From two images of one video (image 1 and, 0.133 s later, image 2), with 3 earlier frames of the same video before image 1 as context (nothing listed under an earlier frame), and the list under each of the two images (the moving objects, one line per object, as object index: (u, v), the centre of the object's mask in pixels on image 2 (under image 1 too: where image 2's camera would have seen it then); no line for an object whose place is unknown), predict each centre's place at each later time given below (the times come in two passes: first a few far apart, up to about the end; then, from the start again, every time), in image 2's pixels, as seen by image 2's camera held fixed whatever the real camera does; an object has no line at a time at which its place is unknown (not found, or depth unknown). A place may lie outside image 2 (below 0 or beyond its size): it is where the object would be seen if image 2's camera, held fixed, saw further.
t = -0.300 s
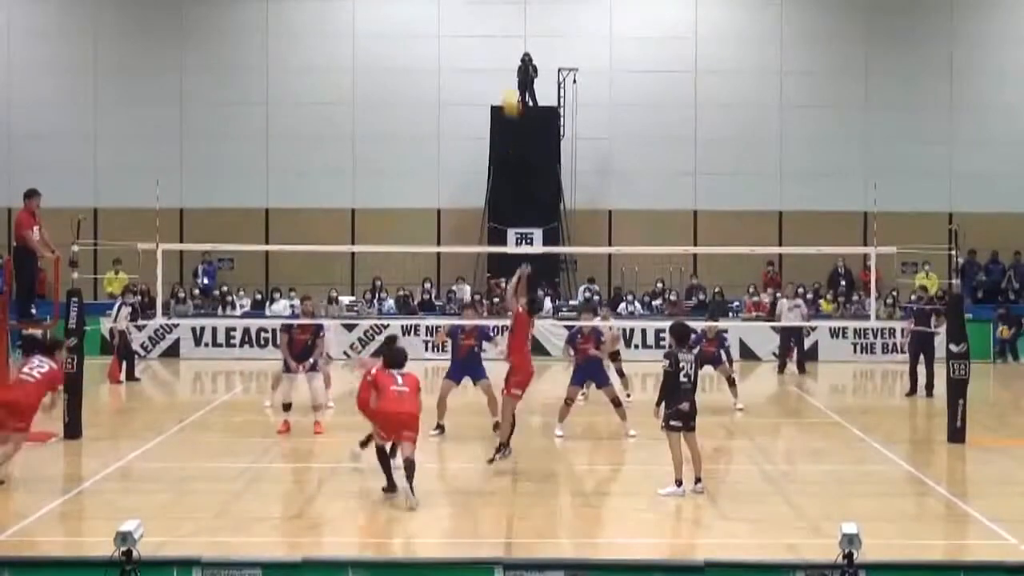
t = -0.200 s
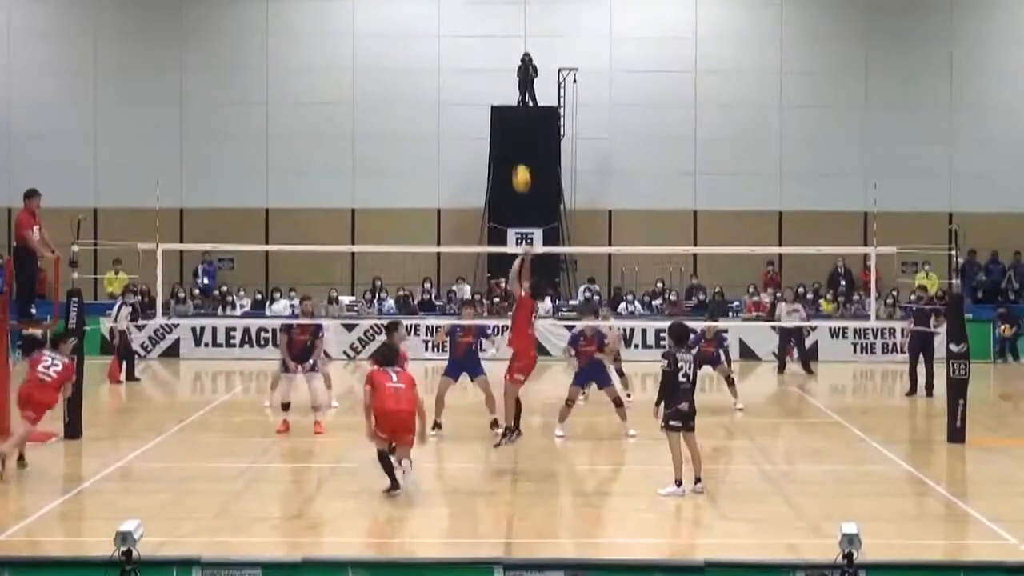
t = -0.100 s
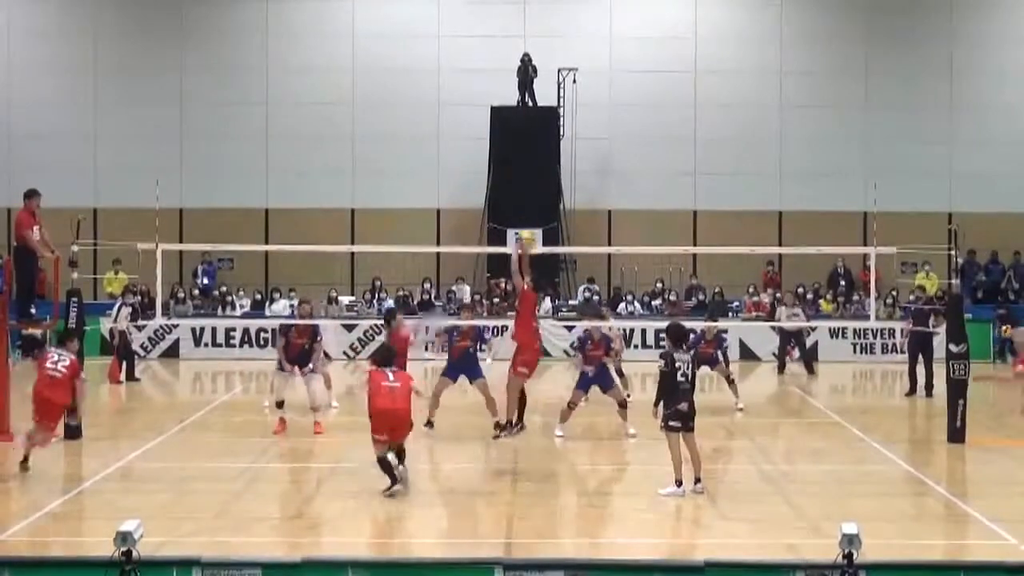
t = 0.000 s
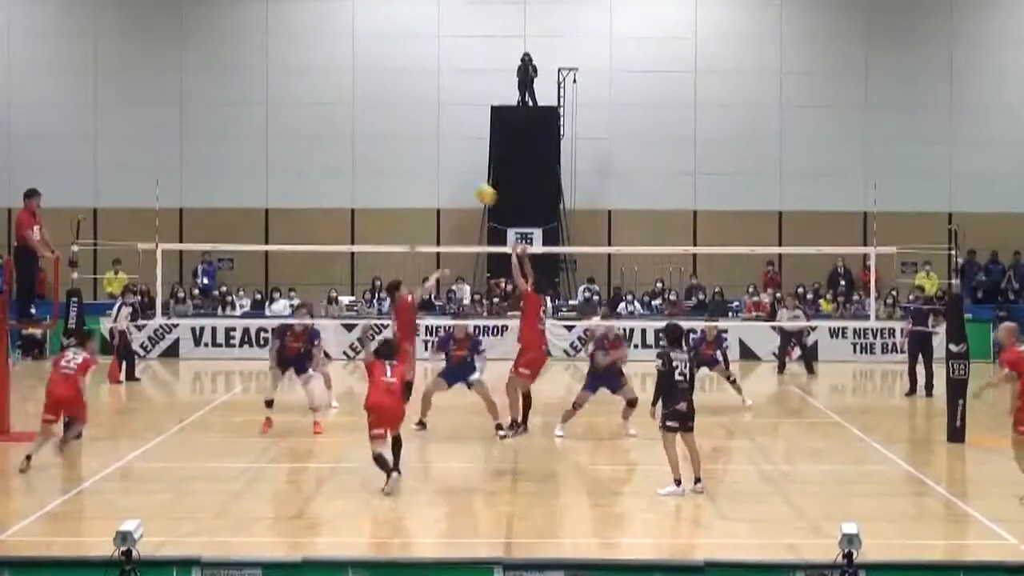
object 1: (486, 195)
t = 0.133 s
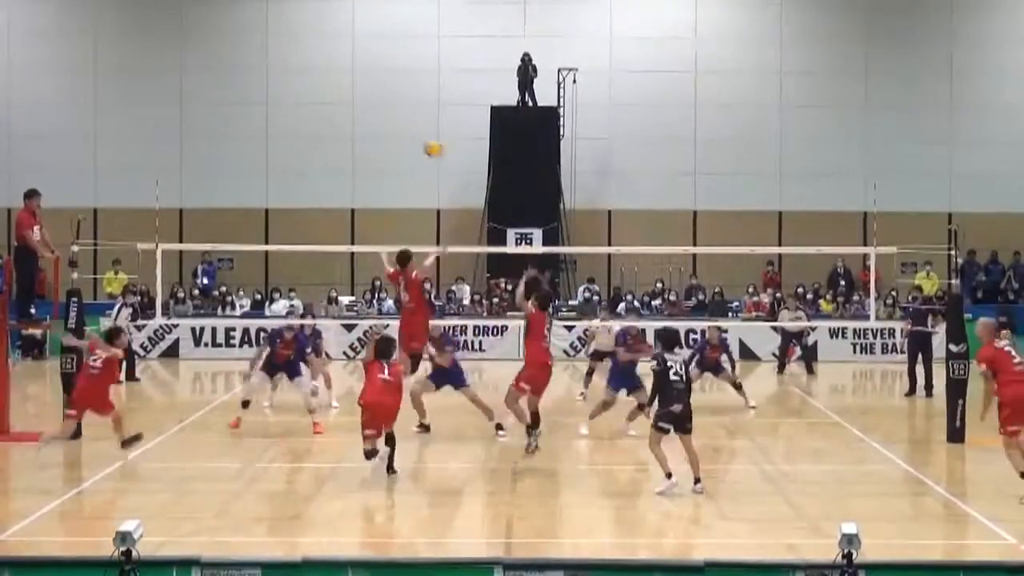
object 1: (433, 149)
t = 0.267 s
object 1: (383, 121)
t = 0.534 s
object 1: (289, 109)
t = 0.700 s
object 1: (235, 131)
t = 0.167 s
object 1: (420, 140)
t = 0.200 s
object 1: (408, 133)
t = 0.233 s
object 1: (395, 127)
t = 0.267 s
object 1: (383, 121)
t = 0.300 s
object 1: (371, 116)
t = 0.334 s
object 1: (359, 112)
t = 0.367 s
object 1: (347, 109)
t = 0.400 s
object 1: (336, 109)
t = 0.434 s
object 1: (324, 107)
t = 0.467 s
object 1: (311, 106)
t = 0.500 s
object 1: (301, 108)
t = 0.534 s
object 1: (289, 109)
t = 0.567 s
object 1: (278, 112)
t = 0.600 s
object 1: (267, 116)
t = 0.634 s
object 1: (255, 120)
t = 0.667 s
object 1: (246, 125)
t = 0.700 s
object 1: (235, 131)
